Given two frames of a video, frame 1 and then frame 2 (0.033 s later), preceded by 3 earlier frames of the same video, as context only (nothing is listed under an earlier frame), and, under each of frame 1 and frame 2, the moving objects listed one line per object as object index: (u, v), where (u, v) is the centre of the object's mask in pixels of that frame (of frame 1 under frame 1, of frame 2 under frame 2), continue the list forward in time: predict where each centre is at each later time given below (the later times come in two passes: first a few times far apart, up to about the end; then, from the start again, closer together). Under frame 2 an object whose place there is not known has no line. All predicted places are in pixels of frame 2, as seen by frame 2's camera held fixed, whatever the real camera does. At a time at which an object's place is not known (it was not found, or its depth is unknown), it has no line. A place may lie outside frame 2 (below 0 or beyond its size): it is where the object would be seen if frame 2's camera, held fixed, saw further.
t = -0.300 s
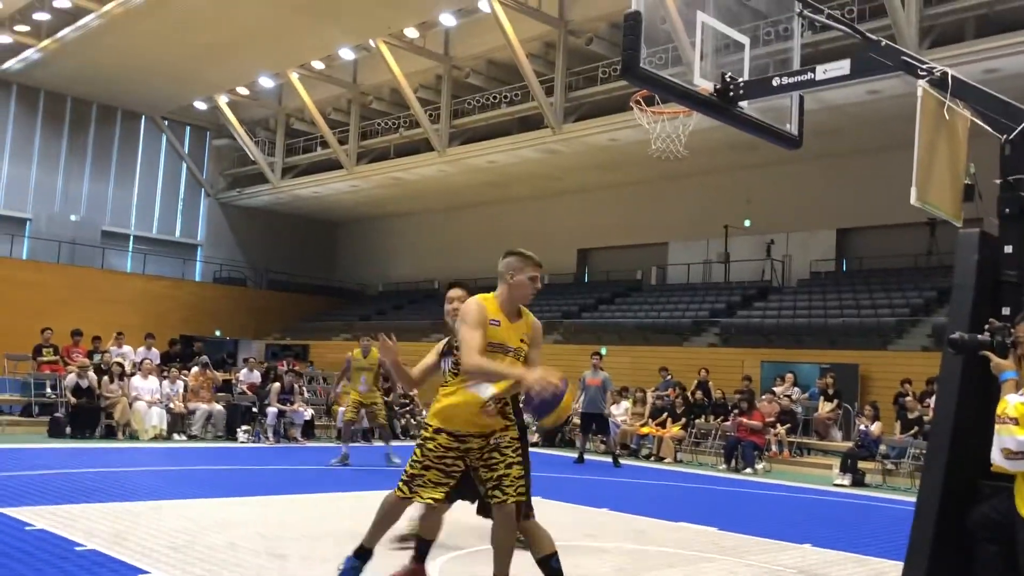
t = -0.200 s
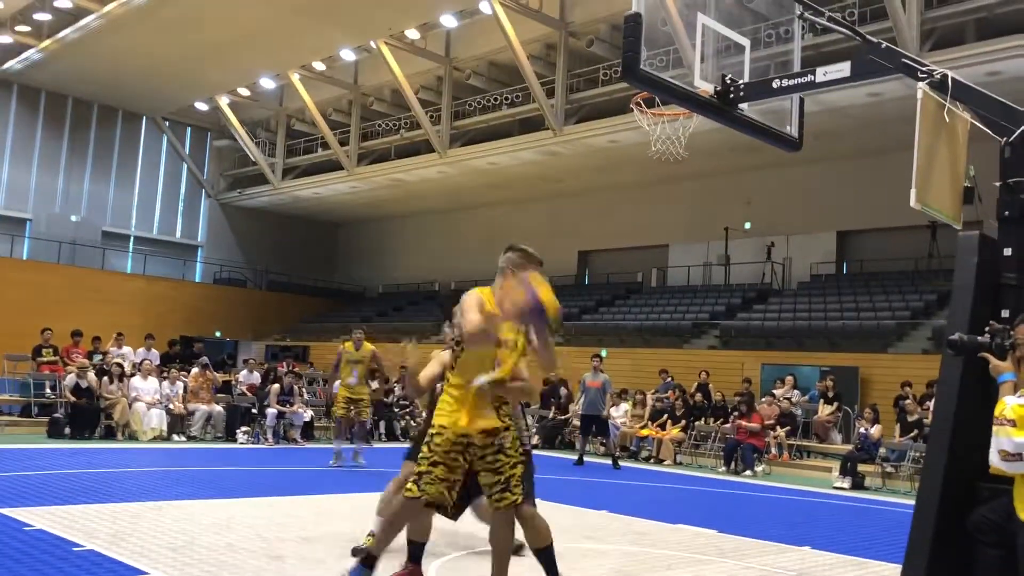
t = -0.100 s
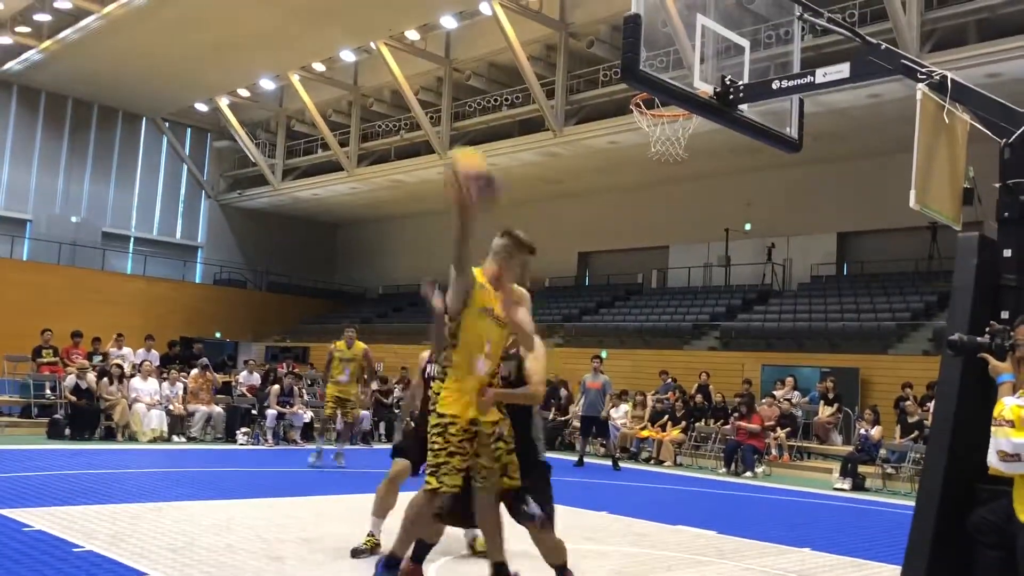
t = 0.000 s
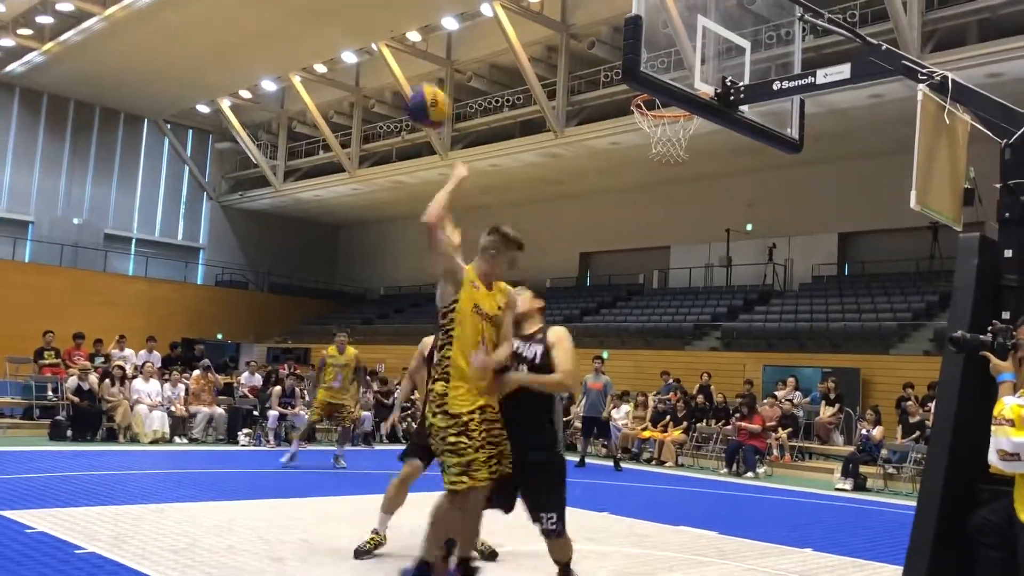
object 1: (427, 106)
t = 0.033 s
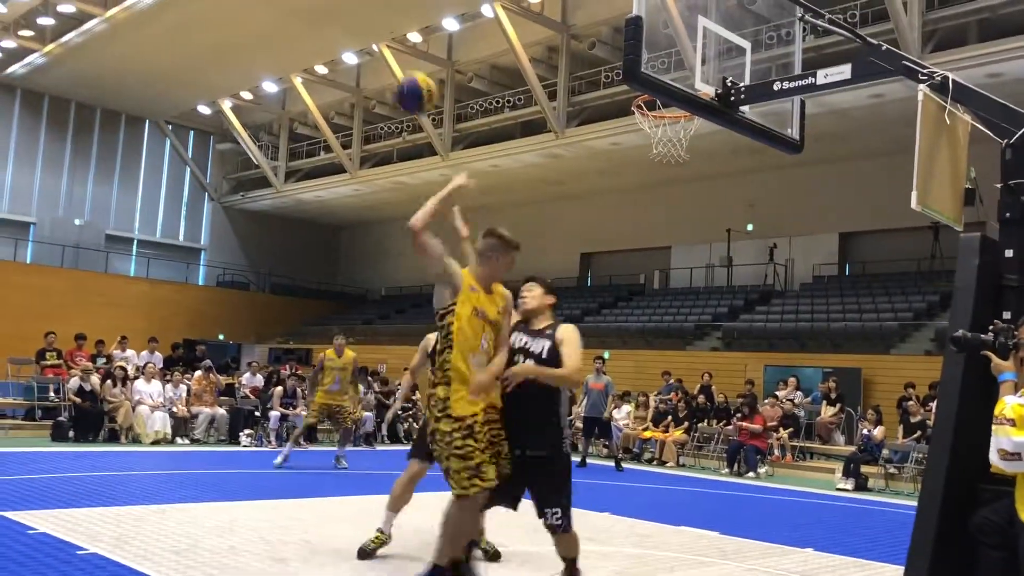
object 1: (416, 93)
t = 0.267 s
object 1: (350, 59)
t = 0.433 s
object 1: (315, 83)
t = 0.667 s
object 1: (274, 144)
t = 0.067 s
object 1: (404, 82)
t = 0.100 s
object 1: (394, 74)
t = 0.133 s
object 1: (384, 68)
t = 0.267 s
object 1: (350, 59)
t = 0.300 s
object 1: (343, 61)
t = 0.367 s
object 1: (327, 68)
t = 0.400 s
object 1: (322, 74)
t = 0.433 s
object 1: (315, 83)
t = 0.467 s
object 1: (309, 86)
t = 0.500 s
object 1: (304, 95)
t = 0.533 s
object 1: (297, 104)
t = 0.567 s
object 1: (293, 111)
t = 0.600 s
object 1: (285, 124)
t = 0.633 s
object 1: (280, 134)
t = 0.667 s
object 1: (274, 144)
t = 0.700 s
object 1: (270, 158)
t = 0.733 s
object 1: (267, 170)
